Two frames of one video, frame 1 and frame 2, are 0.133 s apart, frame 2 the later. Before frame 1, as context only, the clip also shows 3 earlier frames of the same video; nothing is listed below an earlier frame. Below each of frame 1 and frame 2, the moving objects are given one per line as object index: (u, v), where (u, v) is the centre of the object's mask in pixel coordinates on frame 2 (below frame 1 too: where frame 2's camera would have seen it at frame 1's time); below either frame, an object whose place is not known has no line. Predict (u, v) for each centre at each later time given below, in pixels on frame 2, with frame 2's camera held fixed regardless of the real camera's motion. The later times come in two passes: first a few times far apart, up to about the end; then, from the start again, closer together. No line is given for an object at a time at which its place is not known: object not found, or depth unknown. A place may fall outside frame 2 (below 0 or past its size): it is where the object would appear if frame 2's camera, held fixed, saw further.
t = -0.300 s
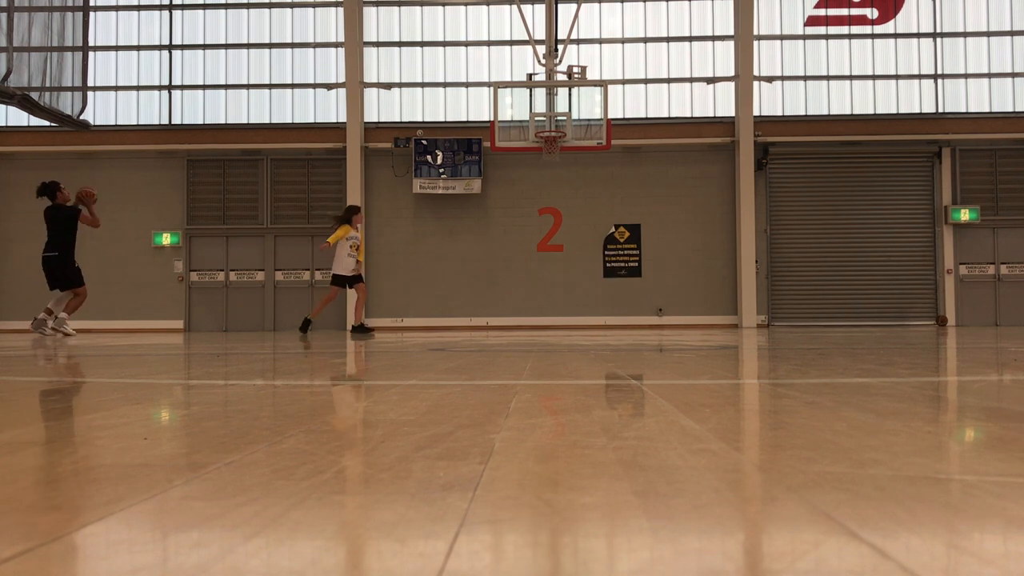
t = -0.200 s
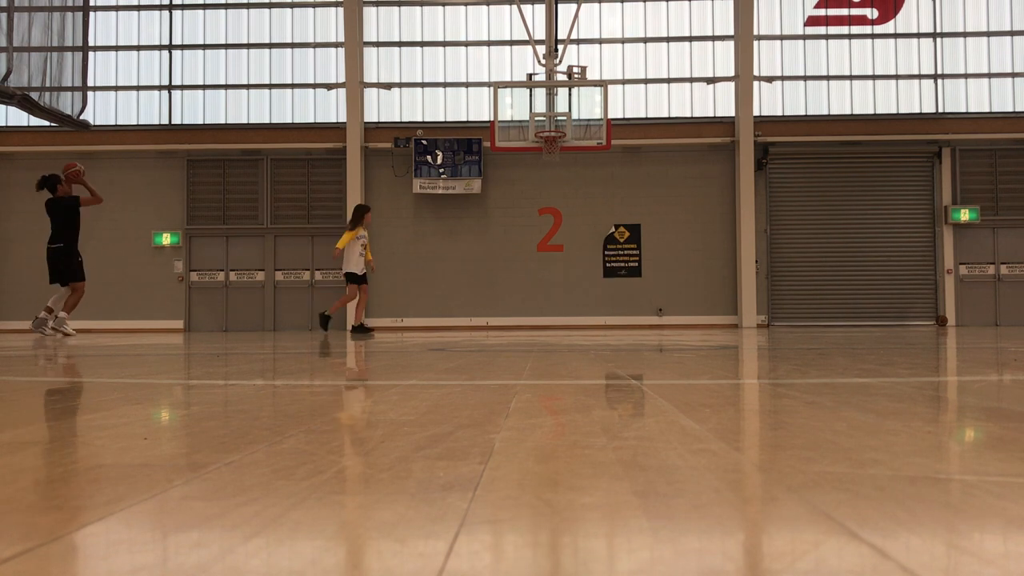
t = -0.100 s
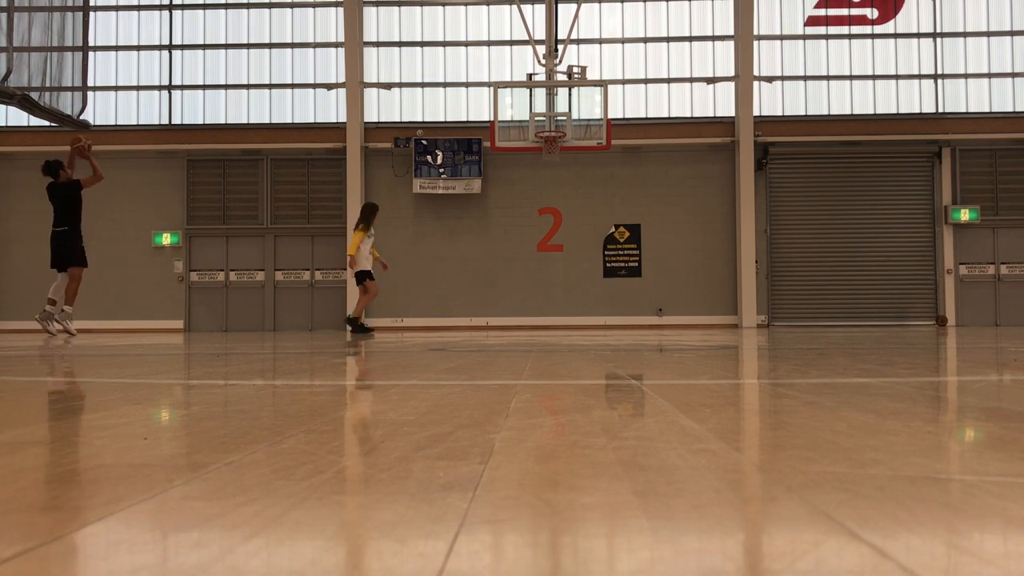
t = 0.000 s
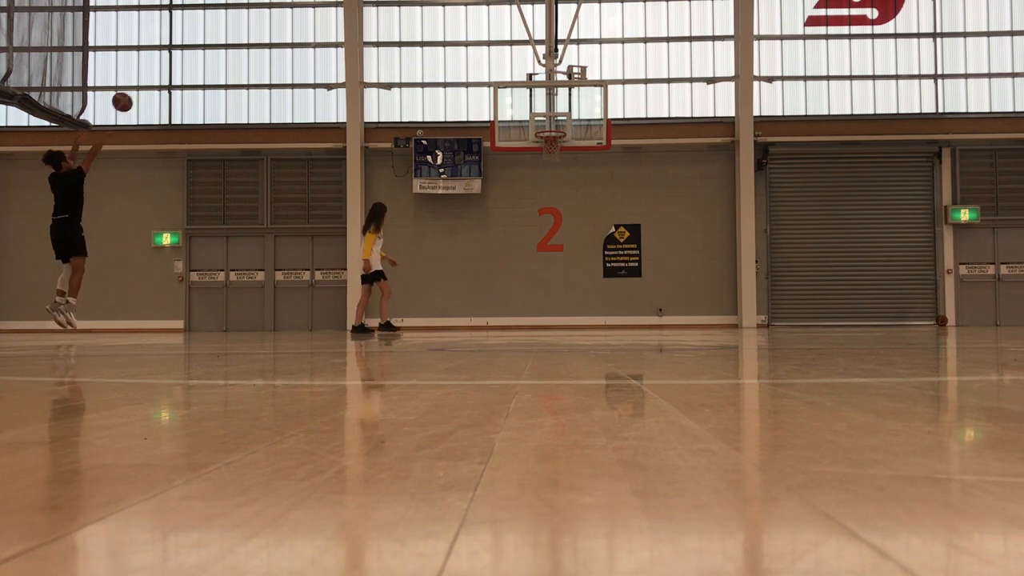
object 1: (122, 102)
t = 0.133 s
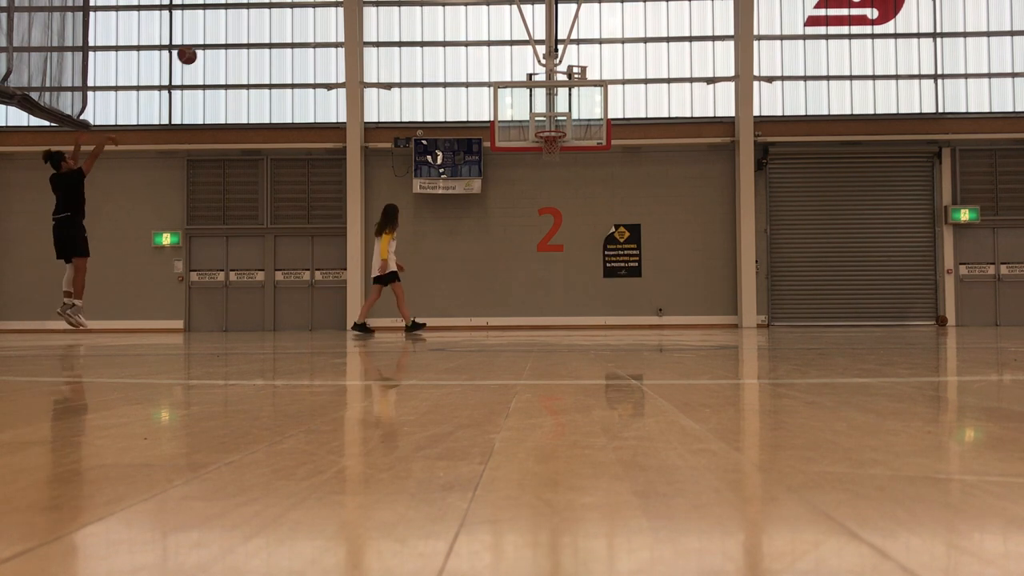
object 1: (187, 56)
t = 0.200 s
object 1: (217, 37)
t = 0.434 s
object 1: (315, 8)
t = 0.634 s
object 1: (389, 13)
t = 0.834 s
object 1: (456, 44)
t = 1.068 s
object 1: (527, 109)
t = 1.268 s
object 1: (563, 147)
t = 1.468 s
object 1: (572, 165)
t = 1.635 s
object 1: (580, 197)
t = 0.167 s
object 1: (202, 46)
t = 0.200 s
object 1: (217, 37)
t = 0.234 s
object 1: (232, 31)
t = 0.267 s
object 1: (246, 24)
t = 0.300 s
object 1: (261, 19)
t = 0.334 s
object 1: (274, 15)
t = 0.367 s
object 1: (288, 12)
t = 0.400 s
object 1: (302, 9)
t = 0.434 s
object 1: (315, 8)
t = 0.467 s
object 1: (328, 7)
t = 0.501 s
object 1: (341, 7)
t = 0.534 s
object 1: (353, 7)
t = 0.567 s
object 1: (365, 8)
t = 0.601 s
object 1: (377, 10)
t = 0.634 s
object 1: (389, 13)
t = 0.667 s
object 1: (401, 16)
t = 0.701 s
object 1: (412, 21)
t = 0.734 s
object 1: (424, 25)
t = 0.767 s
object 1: (435, 31)
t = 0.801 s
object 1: (446, 38)
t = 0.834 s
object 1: (456, 44)
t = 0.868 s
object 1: (467, 52)
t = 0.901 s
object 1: (478, 60)
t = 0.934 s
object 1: (488, 69)
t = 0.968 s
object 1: (498, 78)
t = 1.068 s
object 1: (527, 109)
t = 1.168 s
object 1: (551, 137)
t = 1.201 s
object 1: (558, 147)
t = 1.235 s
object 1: (563, 149)
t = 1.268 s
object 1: (563, 147)
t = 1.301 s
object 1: (564, 149)
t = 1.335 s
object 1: (566, 151)
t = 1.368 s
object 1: (568, 154)
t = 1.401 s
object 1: (569, 158)
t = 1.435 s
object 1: (570, 160)
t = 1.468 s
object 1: (572, 165)
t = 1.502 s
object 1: (574, 170)
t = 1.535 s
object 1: (575, 176)
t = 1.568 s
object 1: (576, 182)
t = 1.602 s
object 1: (578, 189)
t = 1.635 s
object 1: (580, 197)
